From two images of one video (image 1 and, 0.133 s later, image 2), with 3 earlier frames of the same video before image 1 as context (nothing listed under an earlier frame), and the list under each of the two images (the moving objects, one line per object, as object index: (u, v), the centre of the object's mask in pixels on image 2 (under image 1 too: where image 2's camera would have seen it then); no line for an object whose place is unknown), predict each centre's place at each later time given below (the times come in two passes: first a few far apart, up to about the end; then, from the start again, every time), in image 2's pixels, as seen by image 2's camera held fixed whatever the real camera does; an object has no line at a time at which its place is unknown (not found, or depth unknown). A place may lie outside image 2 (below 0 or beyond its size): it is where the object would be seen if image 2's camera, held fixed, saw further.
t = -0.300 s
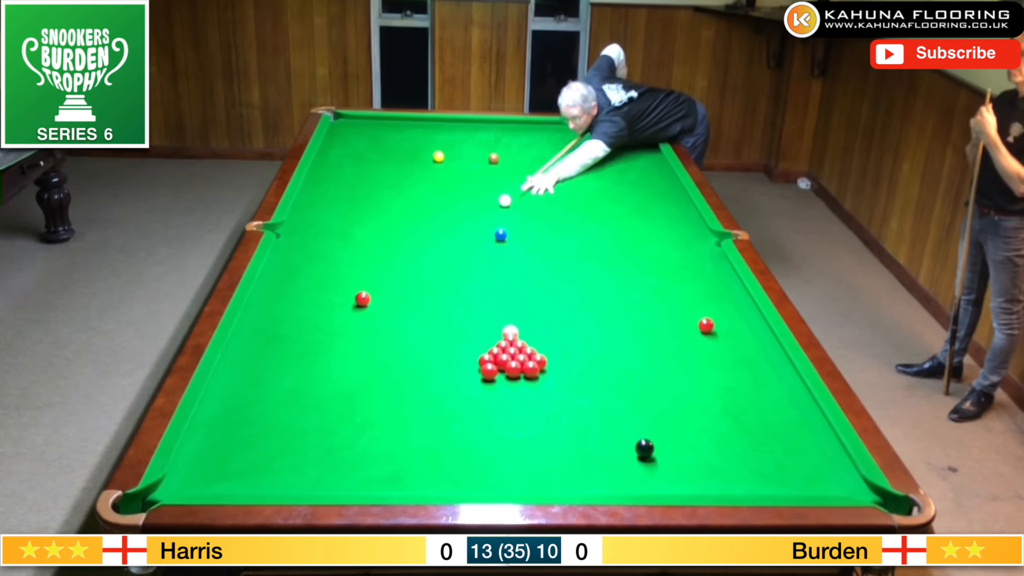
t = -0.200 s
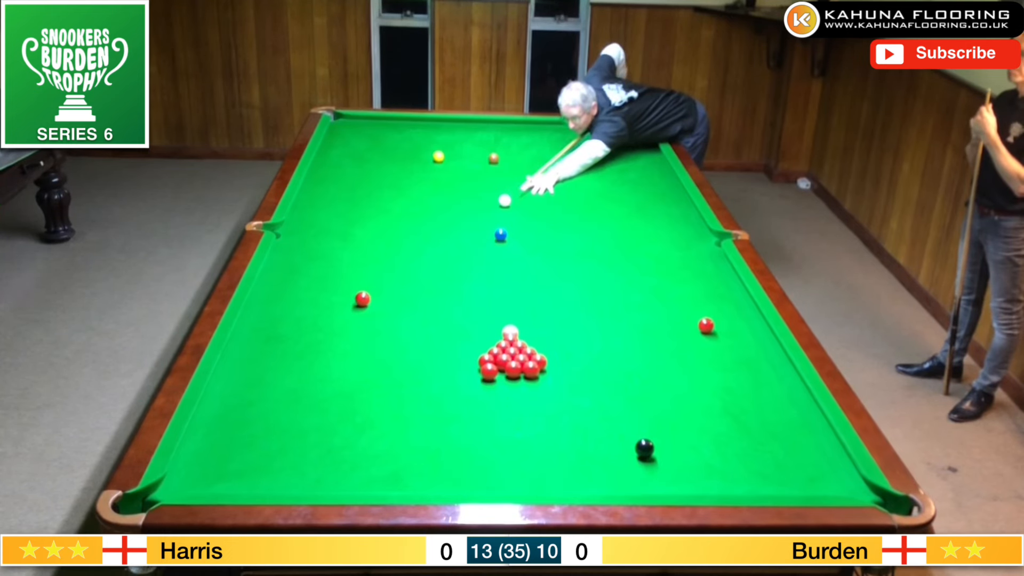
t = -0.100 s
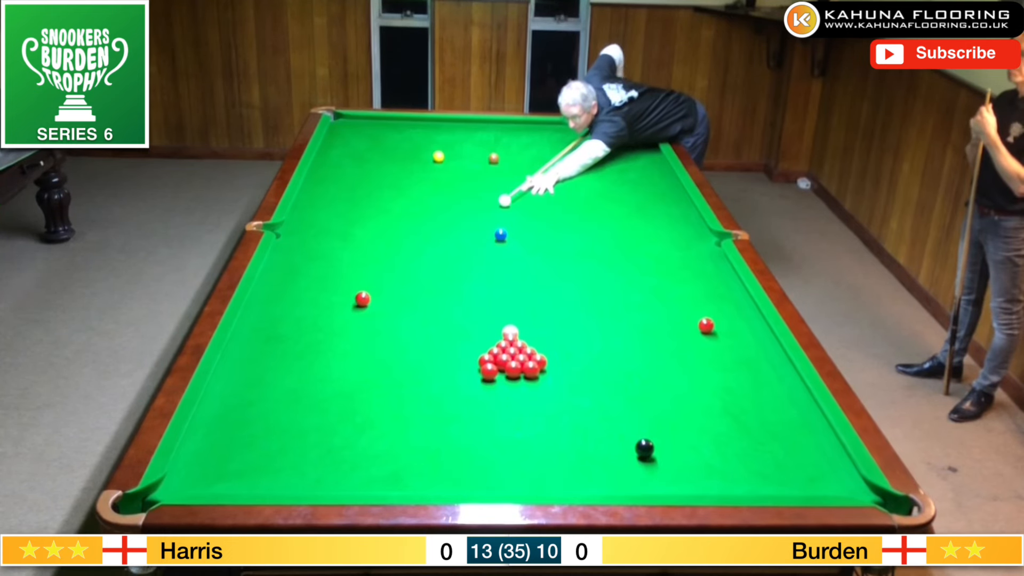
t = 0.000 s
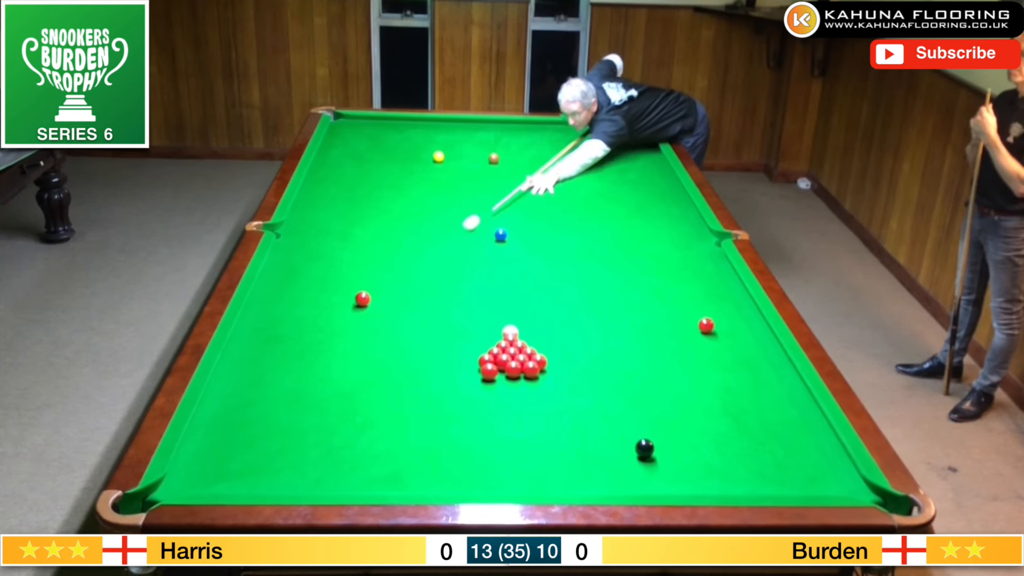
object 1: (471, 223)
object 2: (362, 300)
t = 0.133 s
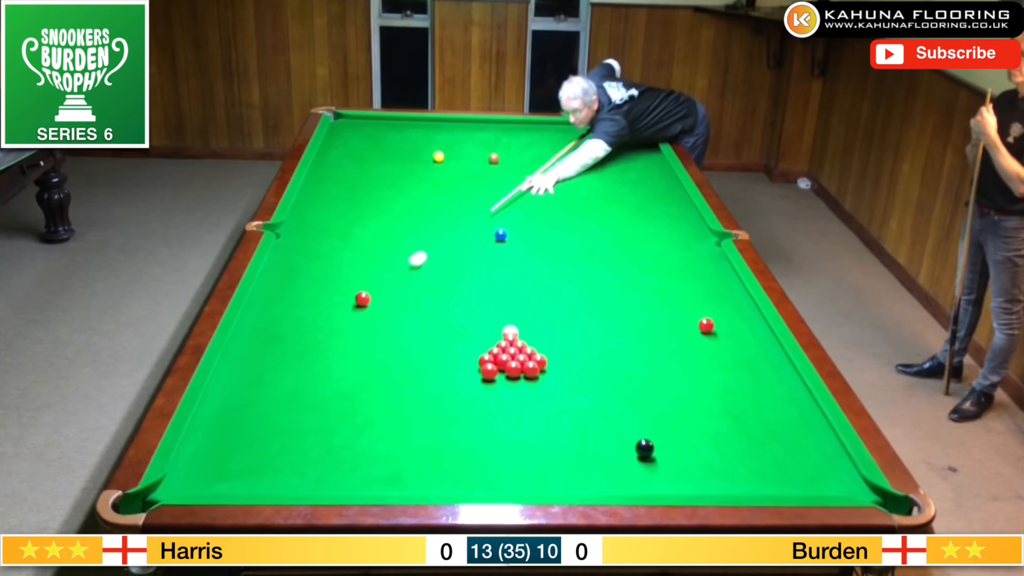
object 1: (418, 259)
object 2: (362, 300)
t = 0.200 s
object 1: (389, 278)
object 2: (362, 300)
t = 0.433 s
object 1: (335, 295)
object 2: (300, 365)
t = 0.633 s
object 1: (291, 306)
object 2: (231, 437)
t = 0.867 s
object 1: (254, 321)
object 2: (156, 500)
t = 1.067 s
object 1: (274, 330)
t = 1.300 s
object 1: (297, 341)
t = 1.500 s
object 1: (316, 350)
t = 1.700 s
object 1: (335, 358)
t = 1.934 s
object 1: (356, 368)
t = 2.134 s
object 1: (373, 376)
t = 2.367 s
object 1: (393, 385)
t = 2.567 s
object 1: (409, 392)
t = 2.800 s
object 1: (426, 400)
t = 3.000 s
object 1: (440, 406)
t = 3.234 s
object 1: (455, 413)
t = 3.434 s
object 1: (466, 418)
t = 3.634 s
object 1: (477, 422)
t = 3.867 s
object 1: (487, 427)
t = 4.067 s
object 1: (495, 431)
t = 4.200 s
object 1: (500, 432)
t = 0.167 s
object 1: (403, 268)
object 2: (362, 300)
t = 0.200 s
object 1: (389, 278)
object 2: (362, 300)
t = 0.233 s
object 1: (374, 288)
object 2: (362, 300)
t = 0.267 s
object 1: (365, 292)
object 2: (356, 307)
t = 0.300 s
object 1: (359, 292)
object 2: (345, 318)
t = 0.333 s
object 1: (353, 293)
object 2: (334, 329)
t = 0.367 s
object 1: (348, 293)
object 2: (323, 341)
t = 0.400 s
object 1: (341, 294)
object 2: (312, 353)
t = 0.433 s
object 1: (335, 295)
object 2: (300, 365)
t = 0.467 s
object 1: (328, 296)
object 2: (289, 376)
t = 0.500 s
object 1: (321, 298)
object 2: (278, 388)
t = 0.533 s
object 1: (314, 300)
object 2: (266, 401)
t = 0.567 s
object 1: (307, 302)
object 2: (254, 413)
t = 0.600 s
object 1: (299, 304)
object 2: (243, 425)
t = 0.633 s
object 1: (291, 306)
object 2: (231, 437)
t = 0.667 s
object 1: (283, 308)
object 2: (220, 449)
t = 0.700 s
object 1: (276, 310)
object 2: (208, 462)
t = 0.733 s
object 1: (268, 313)
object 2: (195, 476)
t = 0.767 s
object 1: (260, 315)
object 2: (181, 487)
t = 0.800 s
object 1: (252, 317)
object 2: (165, 491)
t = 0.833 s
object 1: (249, 319)
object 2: (155, 494)
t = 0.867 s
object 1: (254, 321)
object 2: (156, 500)
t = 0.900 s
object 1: (257, 322)
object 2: (152, 504)
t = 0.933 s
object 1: (261, 324)
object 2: (147, 507)
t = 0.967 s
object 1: (264, 325)
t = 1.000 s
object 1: (268, 327)
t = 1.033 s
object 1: (271, 329)
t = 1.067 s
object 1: (274, 330)
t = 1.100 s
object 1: (277, 332)
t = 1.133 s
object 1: (281, 333)
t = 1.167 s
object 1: (284, 335)
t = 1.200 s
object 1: (287, 336)
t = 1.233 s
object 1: (290, 338)
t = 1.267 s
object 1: (294, 339)
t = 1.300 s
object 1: (297, 341)
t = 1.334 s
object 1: (300, 342)
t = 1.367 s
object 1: (303, 344)
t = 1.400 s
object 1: (307, 345)
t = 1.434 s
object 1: (310, 347)
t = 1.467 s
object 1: (313, 348)
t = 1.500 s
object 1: (316, 350)
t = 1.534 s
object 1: (319, 351)
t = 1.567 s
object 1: (322, 353)
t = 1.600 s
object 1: (325, 354)
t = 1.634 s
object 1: (329, 355)
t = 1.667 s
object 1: (332, 357)
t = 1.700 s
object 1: (335, 358)
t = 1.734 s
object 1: (338, 360)
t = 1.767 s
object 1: (341, 361)
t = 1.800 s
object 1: (344, 363)
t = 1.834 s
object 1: (347, 364)
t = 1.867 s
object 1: (350, 365)
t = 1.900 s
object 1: (353, 367)
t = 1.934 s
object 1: (356, 368)
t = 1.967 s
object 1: (359, 370)
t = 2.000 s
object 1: (362, 371)
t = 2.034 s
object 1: (365, 372)
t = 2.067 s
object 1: (368, 374)
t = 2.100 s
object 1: (371, 375)
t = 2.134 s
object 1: (373, 376)
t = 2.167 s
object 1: (376, 378)
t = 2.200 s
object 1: (379, 379)
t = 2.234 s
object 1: (382, 380)
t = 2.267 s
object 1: (385, 382)
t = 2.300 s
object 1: (388, 383)
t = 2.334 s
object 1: (390, 384)
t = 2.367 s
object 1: (393, 385)
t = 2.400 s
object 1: (396, 386)
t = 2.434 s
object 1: (398, 388)
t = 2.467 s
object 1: (401, 389)
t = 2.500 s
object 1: (404, 390)
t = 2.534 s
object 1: (406, 391)
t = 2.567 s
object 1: (409, 392)
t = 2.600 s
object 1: (412, 393)
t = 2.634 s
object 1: (414, 395)
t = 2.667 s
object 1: (416, 396)
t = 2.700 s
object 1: (419, 397)
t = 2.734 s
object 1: (421, 398)
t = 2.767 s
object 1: (424, 399)
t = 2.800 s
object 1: (426, 400)
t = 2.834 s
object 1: (429, 401)
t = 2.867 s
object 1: (431, 402)
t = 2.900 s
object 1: (433, 403)
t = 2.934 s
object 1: (436, 404)
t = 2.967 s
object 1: (438, 405)
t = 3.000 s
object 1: (440, 406)
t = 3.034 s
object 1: (442, 407)
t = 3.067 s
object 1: (444, 408)
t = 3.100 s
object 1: (447, 409)
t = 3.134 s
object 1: (449, 410)
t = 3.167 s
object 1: (451, 411)
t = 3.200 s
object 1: (453, 412)
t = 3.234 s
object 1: (455, 413)
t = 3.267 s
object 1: (457, 413)
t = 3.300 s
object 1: (459, 414)
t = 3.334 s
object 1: (461, 415)
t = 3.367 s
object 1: (463, 416)
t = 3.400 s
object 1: (465, 417)
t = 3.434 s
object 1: (466, 418)
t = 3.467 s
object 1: (468, 418)
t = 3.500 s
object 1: (470, 419)
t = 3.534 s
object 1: (472, 420)
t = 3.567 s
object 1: (474, 421)
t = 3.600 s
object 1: (475, 422)
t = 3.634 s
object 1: (477, 422)
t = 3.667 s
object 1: (478, 423)
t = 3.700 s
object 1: (480, 424)
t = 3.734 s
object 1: (482, 424)
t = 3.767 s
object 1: (483, 425)
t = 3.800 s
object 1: (485, 426)
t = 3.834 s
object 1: (486, 427)
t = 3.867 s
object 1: (487, 427)
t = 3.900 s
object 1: (489, 428)
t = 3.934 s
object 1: (490, 428)
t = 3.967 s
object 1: (491, 429)
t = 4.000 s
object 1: (493, 430)
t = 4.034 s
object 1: (494, 430)
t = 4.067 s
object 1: (495, 431)
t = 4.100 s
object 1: (496, 431)
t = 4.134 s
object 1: (497, 431)
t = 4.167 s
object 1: (499, 432)
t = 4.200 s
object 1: (500, 432)
